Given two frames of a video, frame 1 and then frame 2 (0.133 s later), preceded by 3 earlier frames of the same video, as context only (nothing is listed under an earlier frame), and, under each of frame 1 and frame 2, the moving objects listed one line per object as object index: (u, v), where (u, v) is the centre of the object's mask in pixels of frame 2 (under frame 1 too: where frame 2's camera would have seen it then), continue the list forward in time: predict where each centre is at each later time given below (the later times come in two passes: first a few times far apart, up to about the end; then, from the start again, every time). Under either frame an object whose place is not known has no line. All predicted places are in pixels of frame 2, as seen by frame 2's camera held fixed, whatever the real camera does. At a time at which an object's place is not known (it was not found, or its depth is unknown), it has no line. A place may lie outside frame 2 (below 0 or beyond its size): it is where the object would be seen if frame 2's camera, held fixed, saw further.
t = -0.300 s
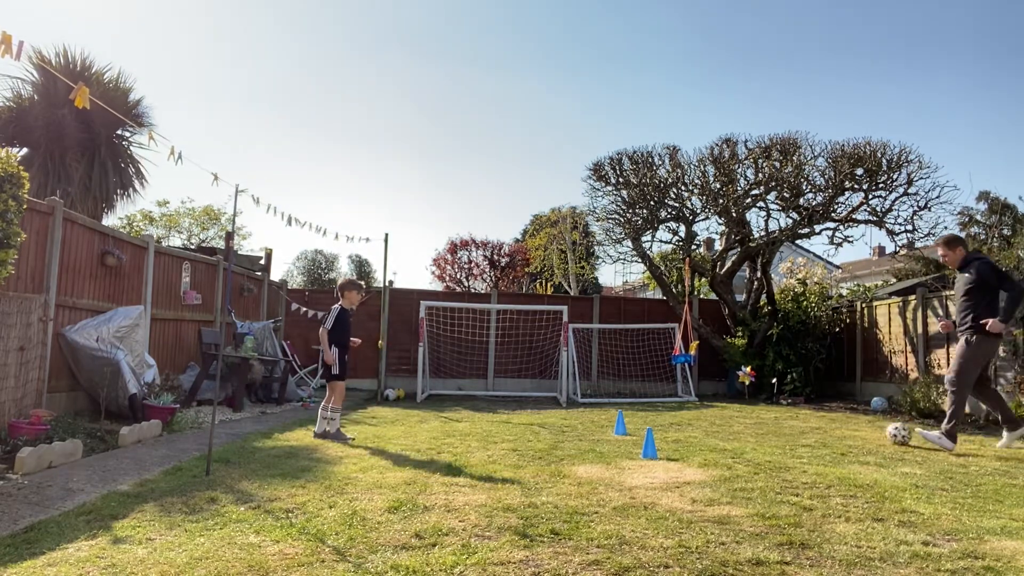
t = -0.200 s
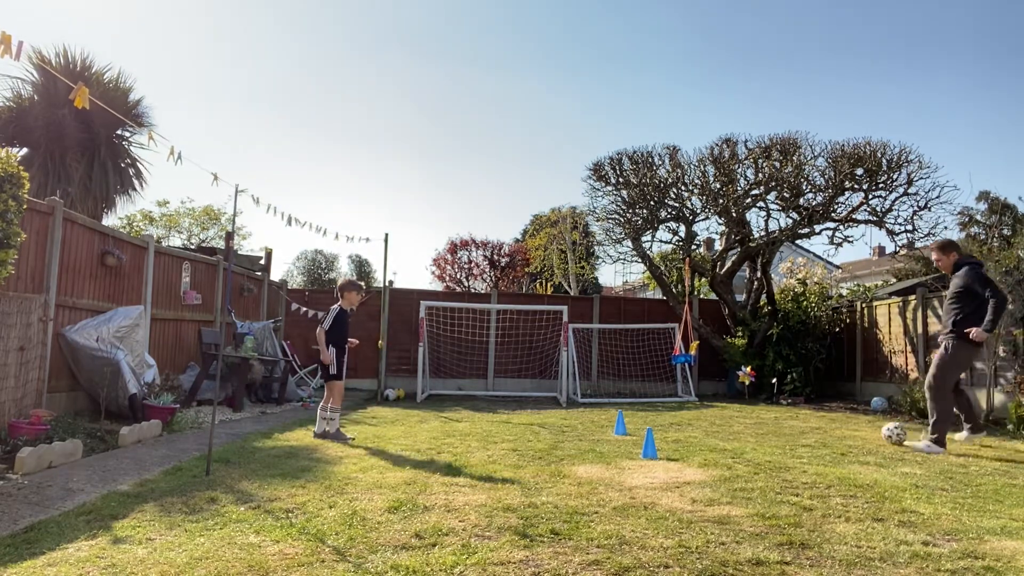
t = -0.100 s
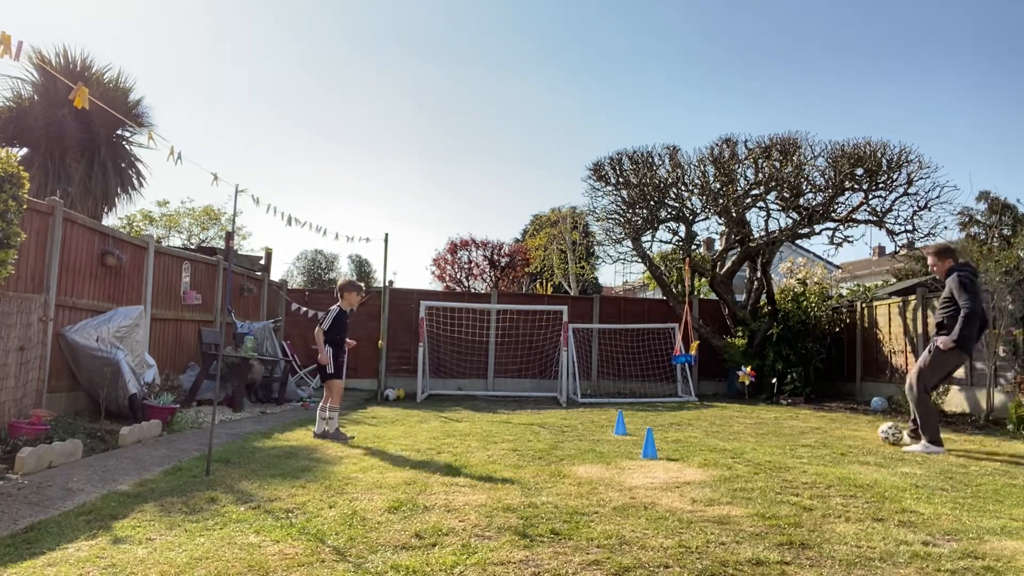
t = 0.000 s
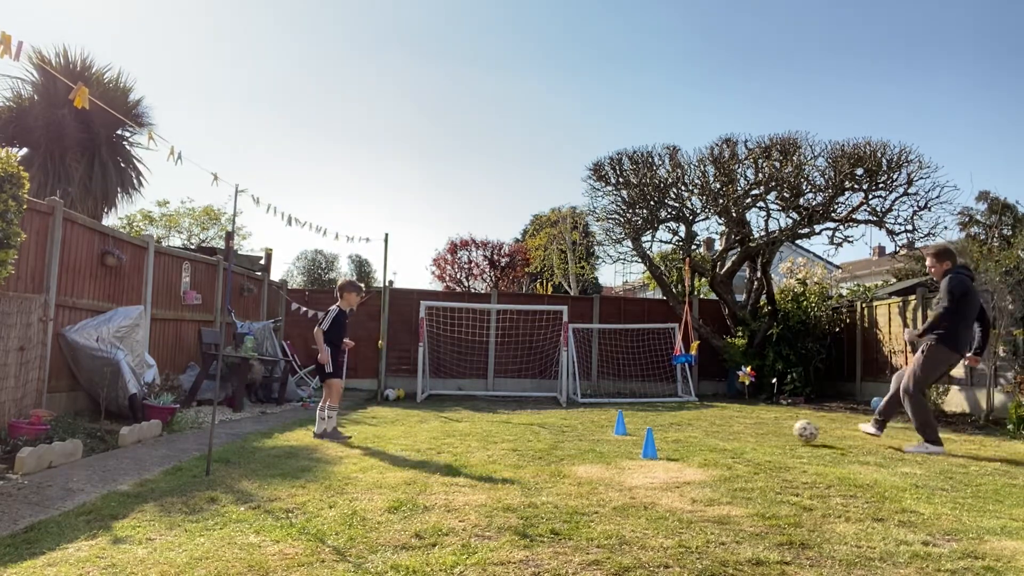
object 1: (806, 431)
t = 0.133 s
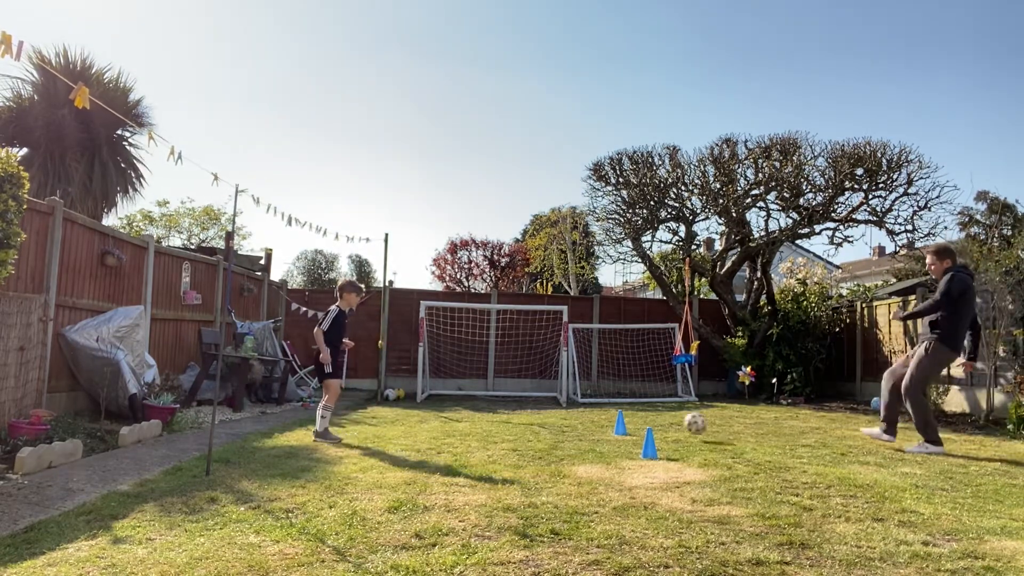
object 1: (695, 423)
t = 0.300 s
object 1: (573, 427)
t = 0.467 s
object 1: (471, 427)
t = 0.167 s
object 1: (671, 421)
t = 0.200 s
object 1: (645, 419)
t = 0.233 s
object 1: (620, 422)
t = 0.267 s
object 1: (596, 423)
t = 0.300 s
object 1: (573, 427)
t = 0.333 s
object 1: (551, 430)
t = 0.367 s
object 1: (530, 426)
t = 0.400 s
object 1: (510, 425)
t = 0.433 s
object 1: (491, 425)
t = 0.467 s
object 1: (471, 427)
